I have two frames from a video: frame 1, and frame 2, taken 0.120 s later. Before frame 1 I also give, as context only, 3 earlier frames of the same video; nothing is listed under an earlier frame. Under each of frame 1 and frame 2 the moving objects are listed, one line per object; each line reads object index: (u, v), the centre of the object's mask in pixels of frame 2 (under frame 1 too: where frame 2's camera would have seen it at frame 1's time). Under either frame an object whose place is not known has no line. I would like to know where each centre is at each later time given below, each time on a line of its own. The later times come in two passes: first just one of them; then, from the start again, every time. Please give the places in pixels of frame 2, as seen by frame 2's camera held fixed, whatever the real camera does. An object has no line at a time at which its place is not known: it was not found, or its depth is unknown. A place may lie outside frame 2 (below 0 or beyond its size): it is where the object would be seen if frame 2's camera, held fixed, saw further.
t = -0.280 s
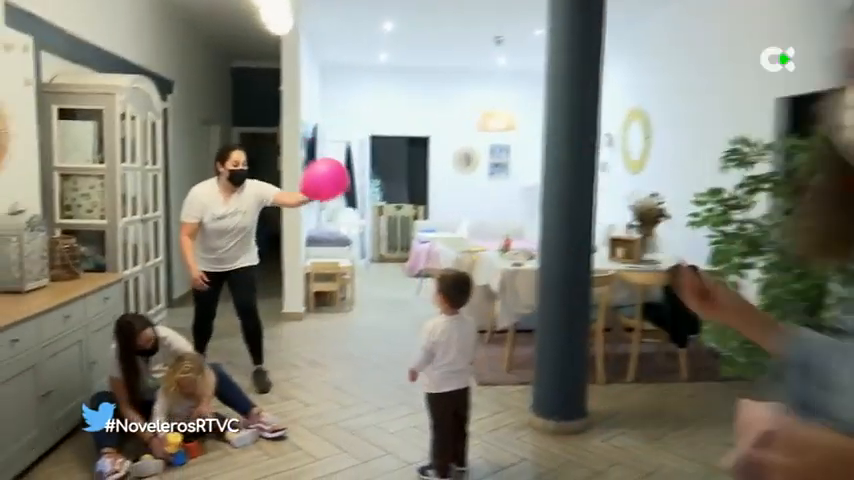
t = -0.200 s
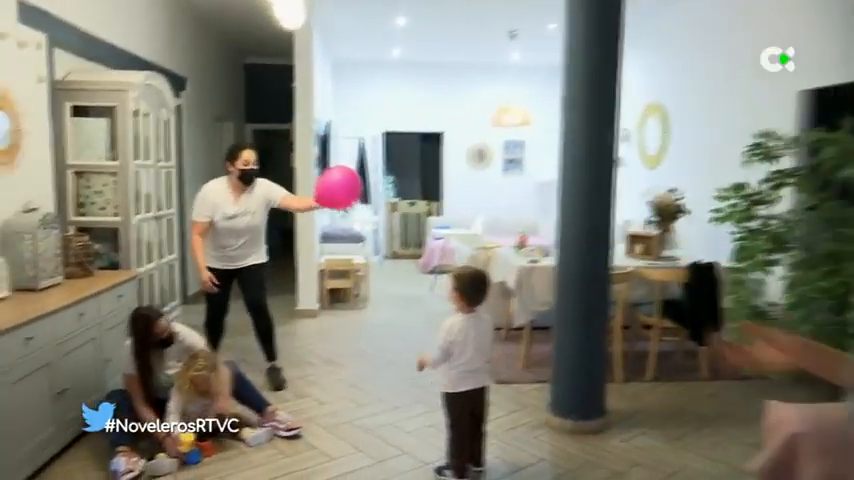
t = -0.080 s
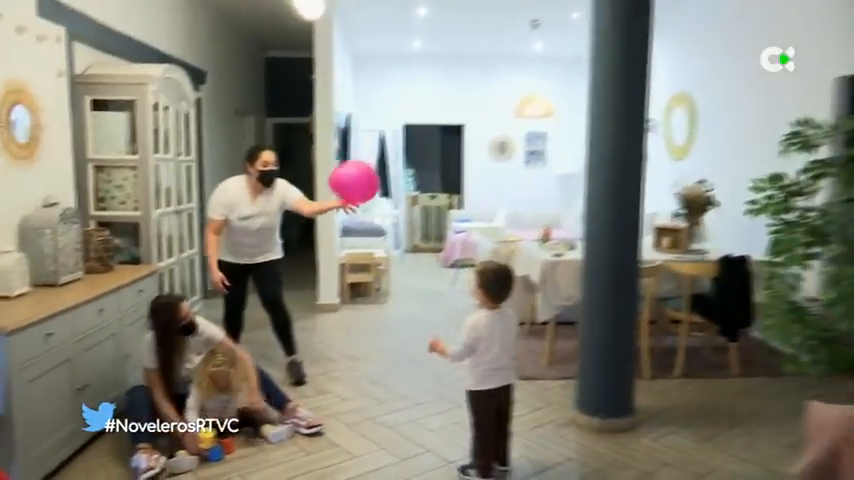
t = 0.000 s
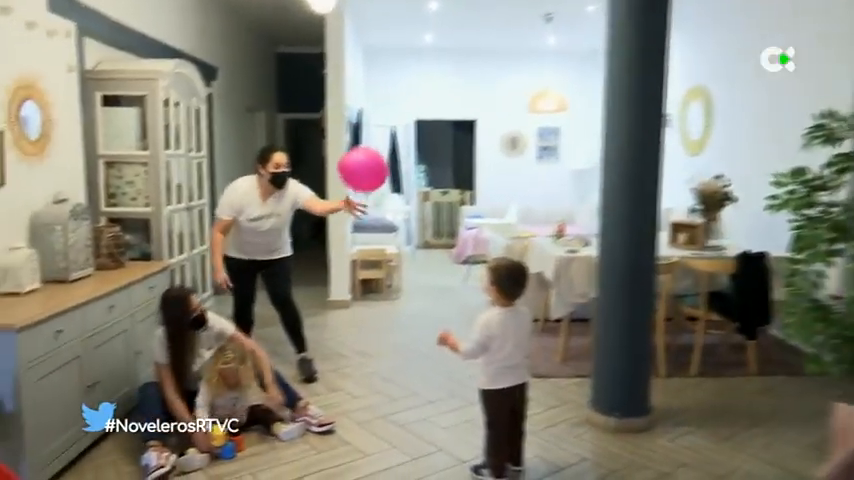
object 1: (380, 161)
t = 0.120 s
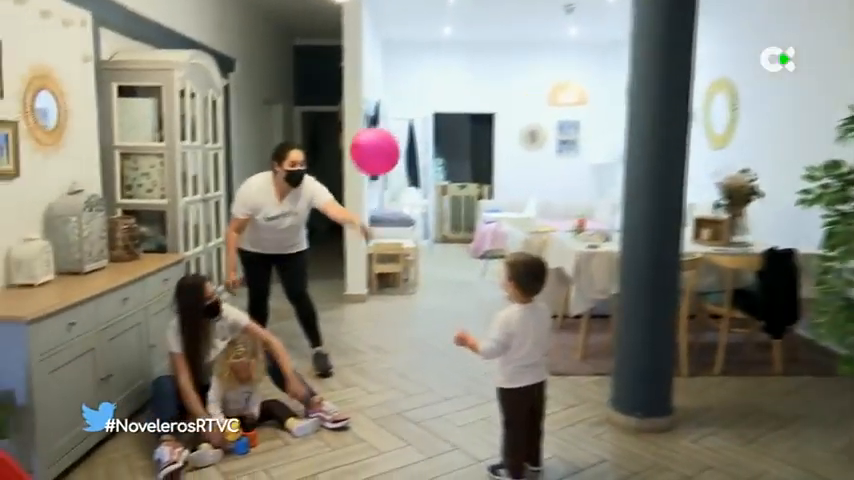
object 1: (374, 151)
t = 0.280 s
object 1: (367, 141)
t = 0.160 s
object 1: (372, 148)
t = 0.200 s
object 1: (371, 145)
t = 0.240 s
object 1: (369, 142)
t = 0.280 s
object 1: (367, 141)
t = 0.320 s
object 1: (365, 139)
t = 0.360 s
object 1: (363, 137)
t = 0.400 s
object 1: (362, 137)
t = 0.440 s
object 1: (359, 137)
